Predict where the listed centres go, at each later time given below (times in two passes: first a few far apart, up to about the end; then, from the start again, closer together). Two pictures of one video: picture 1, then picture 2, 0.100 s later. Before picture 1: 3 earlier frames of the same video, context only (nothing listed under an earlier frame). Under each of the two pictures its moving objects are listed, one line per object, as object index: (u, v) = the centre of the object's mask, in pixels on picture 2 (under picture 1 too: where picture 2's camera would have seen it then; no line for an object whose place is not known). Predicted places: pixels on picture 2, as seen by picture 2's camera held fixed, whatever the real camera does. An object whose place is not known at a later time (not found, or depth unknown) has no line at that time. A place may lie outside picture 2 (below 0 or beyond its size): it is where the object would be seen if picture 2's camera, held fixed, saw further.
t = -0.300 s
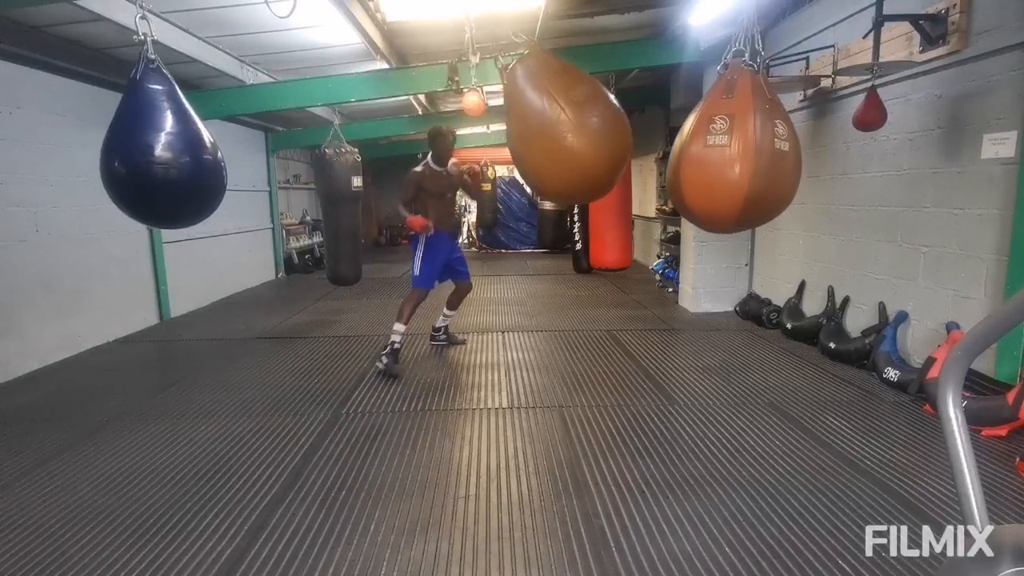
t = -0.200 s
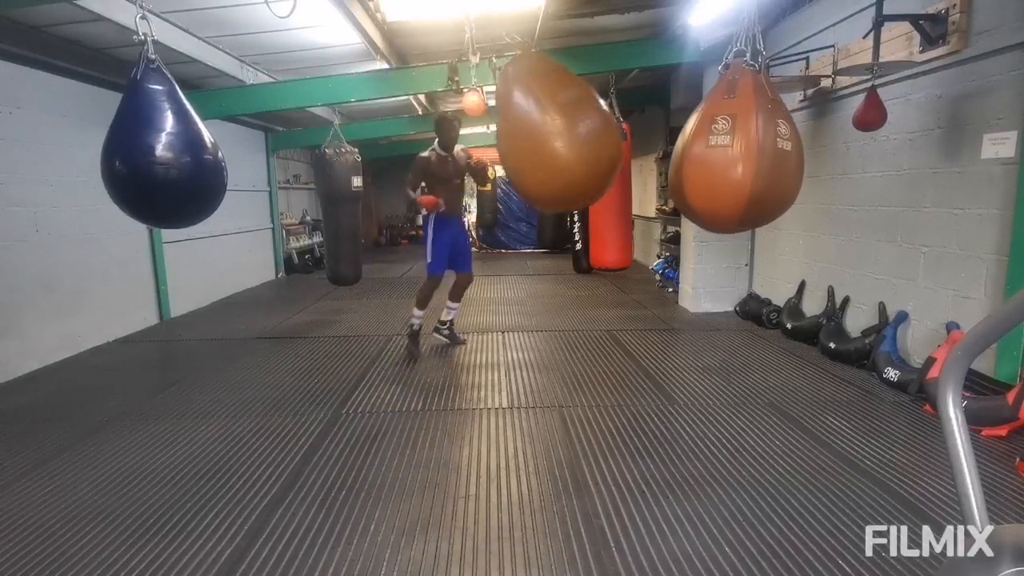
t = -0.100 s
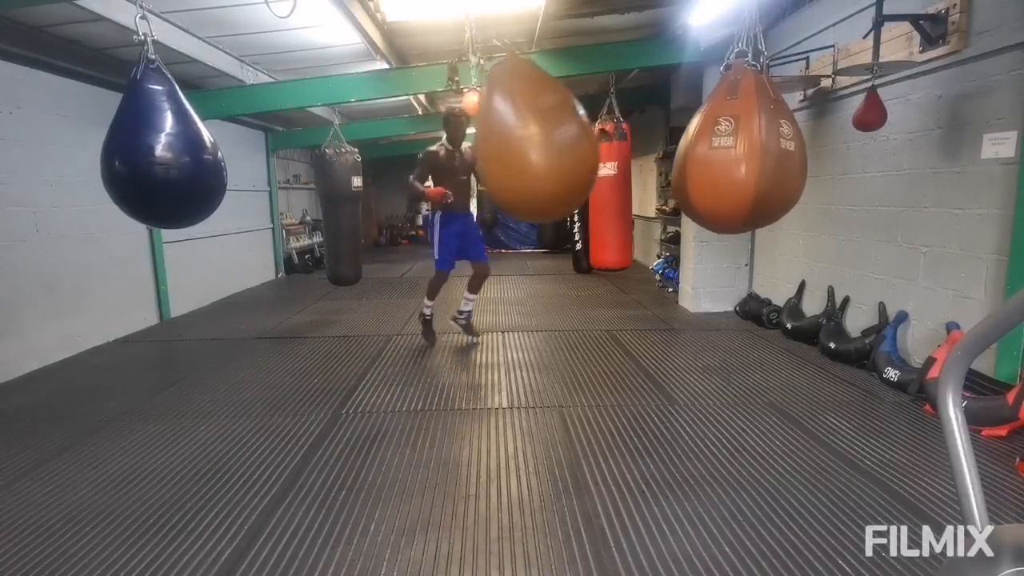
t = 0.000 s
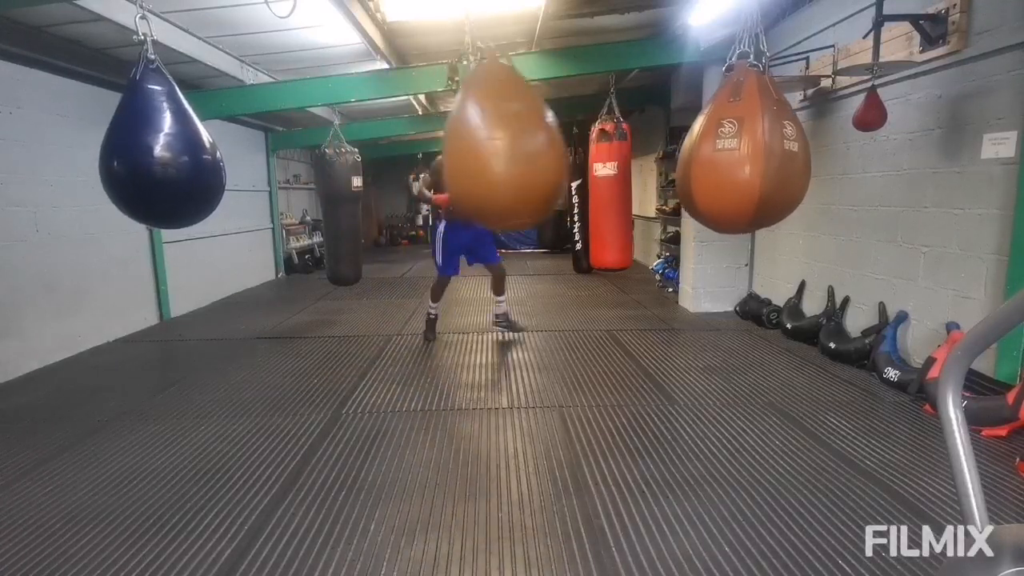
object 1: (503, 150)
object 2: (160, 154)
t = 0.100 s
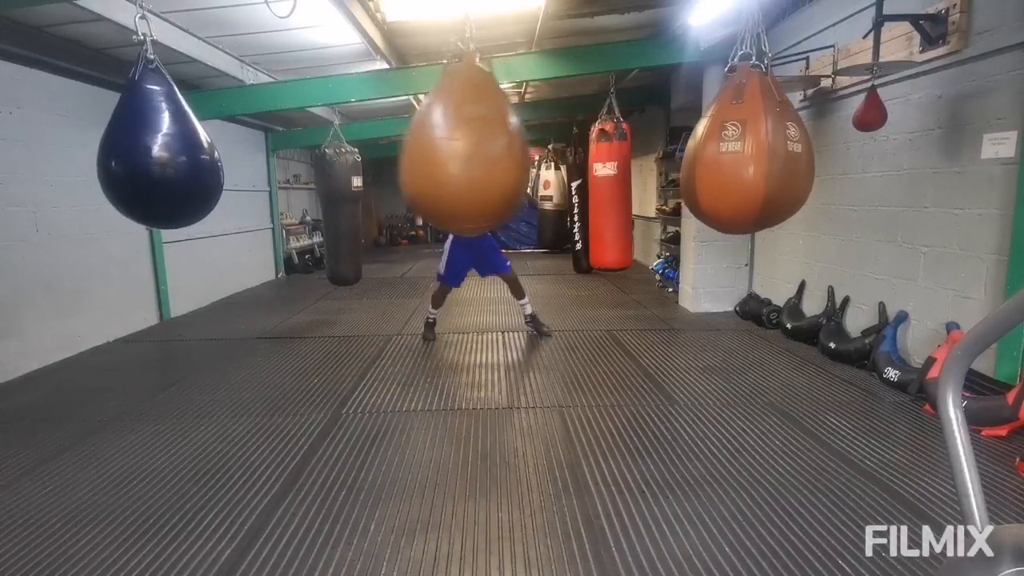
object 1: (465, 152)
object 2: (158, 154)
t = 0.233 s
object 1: (417, 148)
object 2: (155, 155)
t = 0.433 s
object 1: (370, 131)
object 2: (150, 154)
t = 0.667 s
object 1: (366, 128)
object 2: (147, 154)
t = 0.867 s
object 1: (402, 143)
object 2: (149, 154)
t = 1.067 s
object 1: (459, 154)
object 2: (153, 154)
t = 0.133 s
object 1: (452, 153)
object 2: (157, 154)
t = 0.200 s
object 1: (429, 149)
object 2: (155, 154)
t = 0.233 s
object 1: (417, 148)
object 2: (155, 155)
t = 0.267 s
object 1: (407, 146)
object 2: (154, 154)
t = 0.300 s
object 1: (397, 142)
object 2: (153, 154)
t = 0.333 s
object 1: (388, 140)
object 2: (152, 154)
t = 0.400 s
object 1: (375, 134)
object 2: (150, 154)
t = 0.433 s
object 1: (370, 131)
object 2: (150, 154)
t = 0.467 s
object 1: (366, 129)
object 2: (149, 154)
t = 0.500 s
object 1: (363, 128)
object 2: (149, 154)
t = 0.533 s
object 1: (362, 127)
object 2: (148, 154)
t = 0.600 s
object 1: (362, 126)
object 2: (147, 154)
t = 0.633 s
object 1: (364, 127)
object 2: (147, 154)
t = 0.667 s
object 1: (366, 128)
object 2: (147, 154)
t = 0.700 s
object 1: (370, 129)
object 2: (147, 154)
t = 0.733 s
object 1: (374, 132)
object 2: (147, 154)
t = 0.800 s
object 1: (386, 139)
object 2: (148, 154)
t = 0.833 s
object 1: (393, 141)
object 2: (148, 154)
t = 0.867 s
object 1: (402, 143)
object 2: (149, 154)
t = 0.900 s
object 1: (410, 145)
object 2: (149, 154)
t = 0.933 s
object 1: (420, 149)
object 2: (150, 154)
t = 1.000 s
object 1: (438, 154)
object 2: (152, 154)
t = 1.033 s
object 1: (449, 154)
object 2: (153, 154)
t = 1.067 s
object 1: (459, 154)
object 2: (153, 154)
